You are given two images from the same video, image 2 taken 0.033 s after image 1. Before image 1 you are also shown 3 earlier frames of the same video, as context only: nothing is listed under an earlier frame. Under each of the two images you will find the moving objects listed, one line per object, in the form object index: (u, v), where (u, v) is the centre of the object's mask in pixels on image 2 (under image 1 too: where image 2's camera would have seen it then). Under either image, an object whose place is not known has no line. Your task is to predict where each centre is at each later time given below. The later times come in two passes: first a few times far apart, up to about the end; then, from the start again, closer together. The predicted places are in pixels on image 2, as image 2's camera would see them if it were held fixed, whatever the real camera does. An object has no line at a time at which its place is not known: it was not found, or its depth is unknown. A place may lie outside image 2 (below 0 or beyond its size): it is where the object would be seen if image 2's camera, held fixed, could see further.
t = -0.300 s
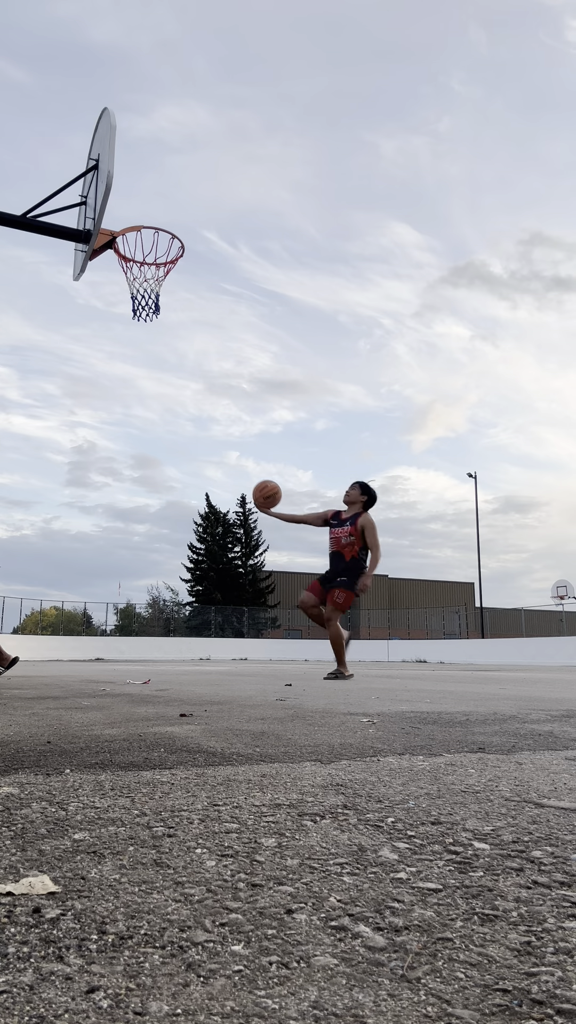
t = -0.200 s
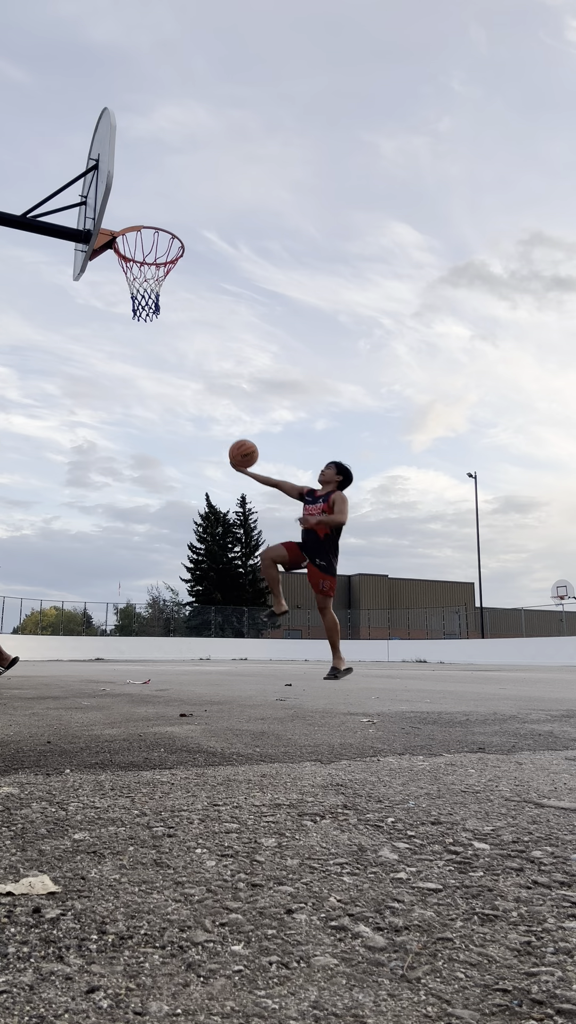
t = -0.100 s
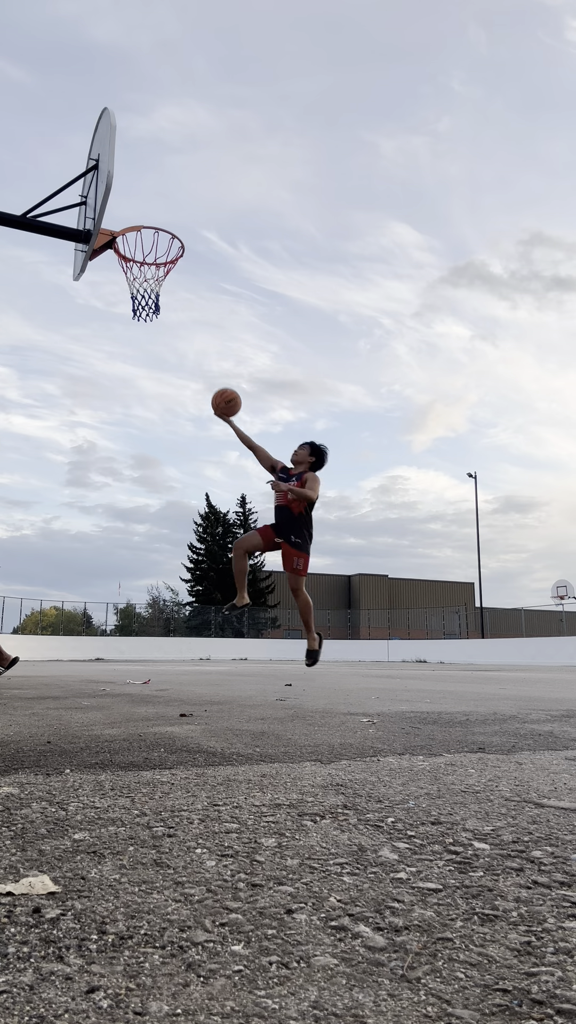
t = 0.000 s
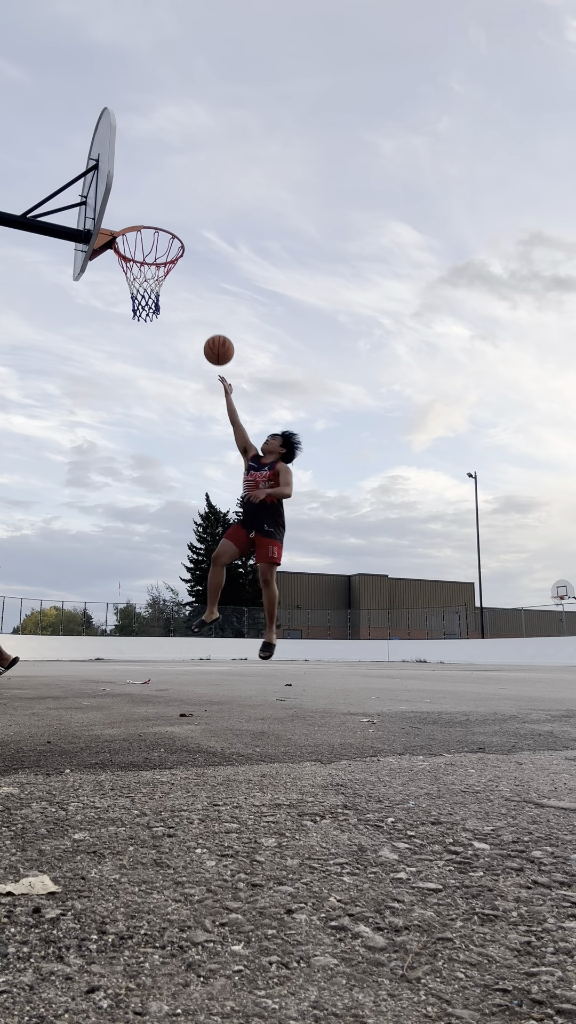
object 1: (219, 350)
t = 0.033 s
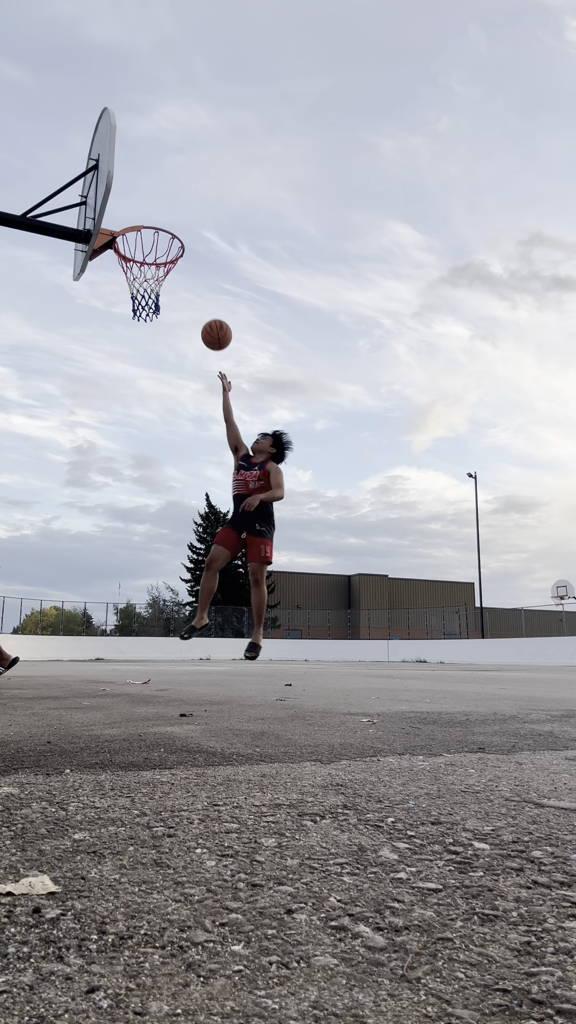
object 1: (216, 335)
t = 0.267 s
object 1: (198, 263)
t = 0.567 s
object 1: (184, 246)
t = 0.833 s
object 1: (192, 268)
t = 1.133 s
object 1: (203, 379)
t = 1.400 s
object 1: (210, 575)
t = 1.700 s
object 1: (231, 528)
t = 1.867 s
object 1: (243, 468)
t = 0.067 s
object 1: (214, 321)
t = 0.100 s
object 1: (212, 308)
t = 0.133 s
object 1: (209, 296)
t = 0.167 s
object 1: (206, 286)
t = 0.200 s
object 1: (204, 277)
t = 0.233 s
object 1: (201, 269)
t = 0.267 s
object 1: (198, 263)
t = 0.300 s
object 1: (196, 258)
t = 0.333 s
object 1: (193, 254)
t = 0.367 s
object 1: (190, 251)
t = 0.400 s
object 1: (186, 250)
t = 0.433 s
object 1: (183, 250)
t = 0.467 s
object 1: (183, 247)
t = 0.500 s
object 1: (183, 245)
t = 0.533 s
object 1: (184, 245)
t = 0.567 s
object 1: (184, 246)
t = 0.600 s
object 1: (184, 248)
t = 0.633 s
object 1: (184, 250)
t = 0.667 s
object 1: (185, 251)
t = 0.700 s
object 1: (186, 253)
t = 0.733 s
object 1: (187, 256)
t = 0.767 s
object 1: (189, 258)
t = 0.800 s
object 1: (191, 263)
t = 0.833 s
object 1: (192, 268)
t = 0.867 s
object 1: (193, 275)
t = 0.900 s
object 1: (194, 283)
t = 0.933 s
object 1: (196, 293)
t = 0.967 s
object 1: (197, 304)
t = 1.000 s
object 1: (198, 316)
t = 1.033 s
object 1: (200, 330)
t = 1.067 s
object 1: (201, 345)
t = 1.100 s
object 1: (202, 361)
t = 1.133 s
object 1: (203, 379)
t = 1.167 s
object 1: (204, 398)
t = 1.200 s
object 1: (205, 419)
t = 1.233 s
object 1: (206, 441)
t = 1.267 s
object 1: (207, 464)
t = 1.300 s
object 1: (208, 489)
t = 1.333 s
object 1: (209, 517)
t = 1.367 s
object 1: (209, 545)
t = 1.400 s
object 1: (210, 575)
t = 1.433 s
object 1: (210, 607)
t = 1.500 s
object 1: (212, 657)
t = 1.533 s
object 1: (216, 630)
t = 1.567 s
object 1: (219, 606)
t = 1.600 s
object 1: (222, 584)
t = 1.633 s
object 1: (225, 563)
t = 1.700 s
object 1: (231, 528)
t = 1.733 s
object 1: (233, 513)
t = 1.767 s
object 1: (236, 499)
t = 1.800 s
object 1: (239, 487)
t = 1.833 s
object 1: (241, 477)
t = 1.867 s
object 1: (243, 468)
